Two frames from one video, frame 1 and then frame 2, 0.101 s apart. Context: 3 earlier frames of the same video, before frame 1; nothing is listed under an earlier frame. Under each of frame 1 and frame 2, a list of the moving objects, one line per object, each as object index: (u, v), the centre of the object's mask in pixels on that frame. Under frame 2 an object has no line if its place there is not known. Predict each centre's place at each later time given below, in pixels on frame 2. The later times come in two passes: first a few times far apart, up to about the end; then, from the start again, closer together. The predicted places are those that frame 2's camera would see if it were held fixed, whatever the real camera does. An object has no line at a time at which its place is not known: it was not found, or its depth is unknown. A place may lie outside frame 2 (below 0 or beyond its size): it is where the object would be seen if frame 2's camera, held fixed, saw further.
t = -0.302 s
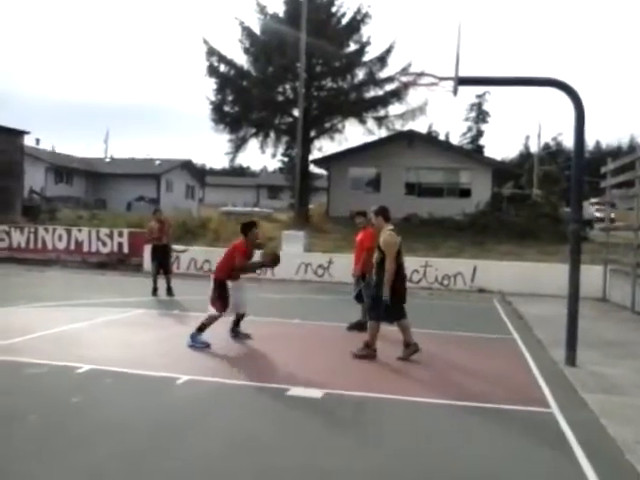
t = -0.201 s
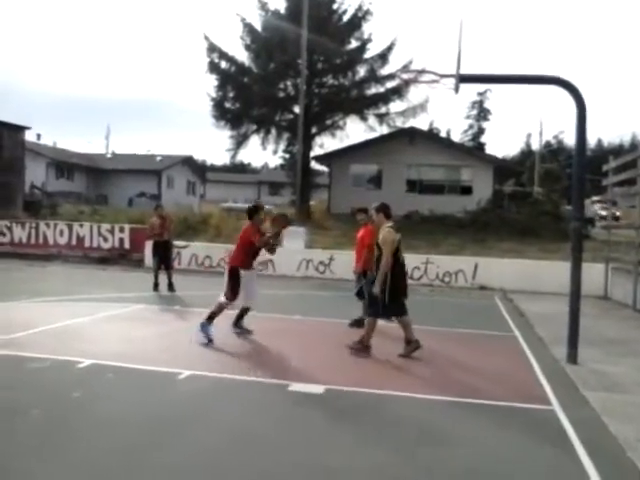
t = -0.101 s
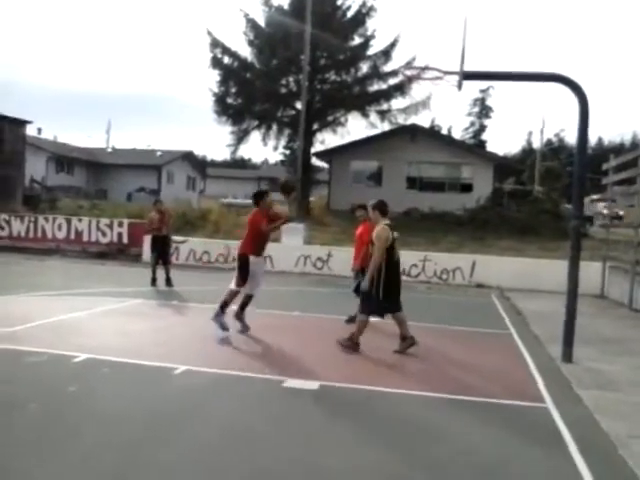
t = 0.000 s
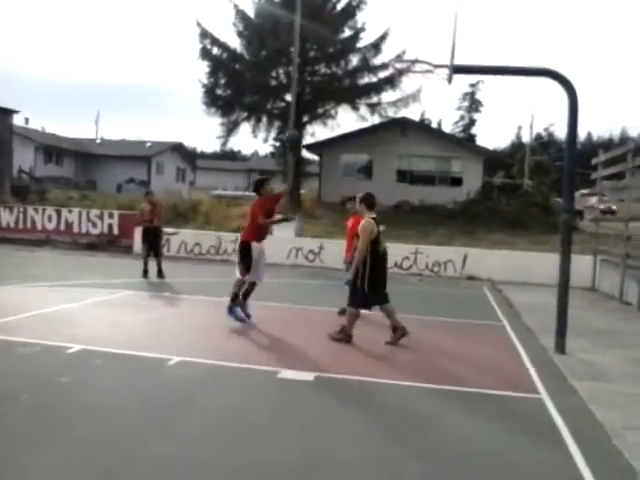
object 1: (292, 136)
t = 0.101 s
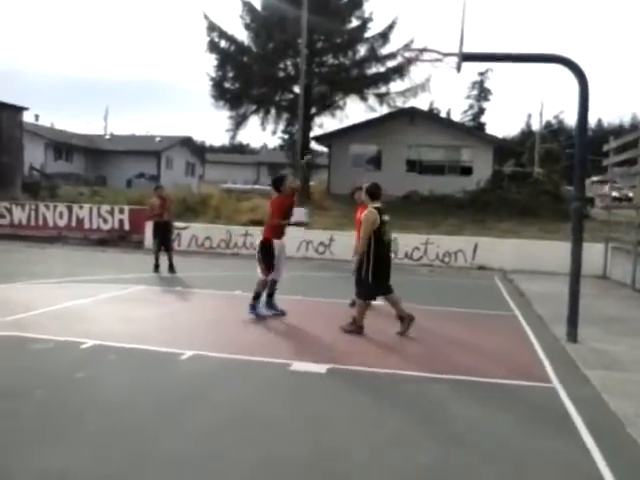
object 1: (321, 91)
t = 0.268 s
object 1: (357, 51)
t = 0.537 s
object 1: (417, 28)
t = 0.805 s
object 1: (439, 38)
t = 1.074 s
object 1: (417, 68)
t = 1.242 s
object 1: (408, 105)
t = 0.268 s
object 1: (357, 51)
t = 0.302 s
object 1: (362, 46)
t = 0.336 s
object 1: (372, 41)
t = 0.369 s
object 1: (377, 36)
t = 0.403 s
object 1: (384, 32)
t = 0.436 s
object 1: (392, 30)
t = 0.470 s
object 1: (400, 29)
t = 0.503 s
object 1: (408, 29)
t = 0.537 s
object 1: (417, 28)
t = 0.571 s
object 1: (426, 30)
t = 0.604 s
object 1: (435, 32)
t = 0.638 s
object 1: (437, 36)
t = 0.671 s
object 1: (445, 41)
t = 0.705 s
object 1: (451, 42)
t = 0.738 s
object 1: (444, 39)
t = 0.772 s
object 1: (440, 37)
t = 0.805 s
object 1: (439, 38)
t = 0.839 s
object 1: (438, 37)
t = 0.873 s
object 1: (433, 38)
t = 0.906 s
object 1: (432, 40)
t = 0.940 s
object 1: (429, 45)
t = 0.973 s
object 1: (426, 49)
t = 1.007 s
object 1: (422, 54)
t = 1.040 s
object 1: (420, 60)
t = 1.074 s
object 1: (417, 68)
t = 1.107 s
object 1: (414, 75)
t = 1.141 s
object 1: (413, 84)
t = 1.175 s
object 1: (411, 90)
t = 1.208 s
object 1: (410, 98)
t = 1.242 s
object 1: (408, 105)
